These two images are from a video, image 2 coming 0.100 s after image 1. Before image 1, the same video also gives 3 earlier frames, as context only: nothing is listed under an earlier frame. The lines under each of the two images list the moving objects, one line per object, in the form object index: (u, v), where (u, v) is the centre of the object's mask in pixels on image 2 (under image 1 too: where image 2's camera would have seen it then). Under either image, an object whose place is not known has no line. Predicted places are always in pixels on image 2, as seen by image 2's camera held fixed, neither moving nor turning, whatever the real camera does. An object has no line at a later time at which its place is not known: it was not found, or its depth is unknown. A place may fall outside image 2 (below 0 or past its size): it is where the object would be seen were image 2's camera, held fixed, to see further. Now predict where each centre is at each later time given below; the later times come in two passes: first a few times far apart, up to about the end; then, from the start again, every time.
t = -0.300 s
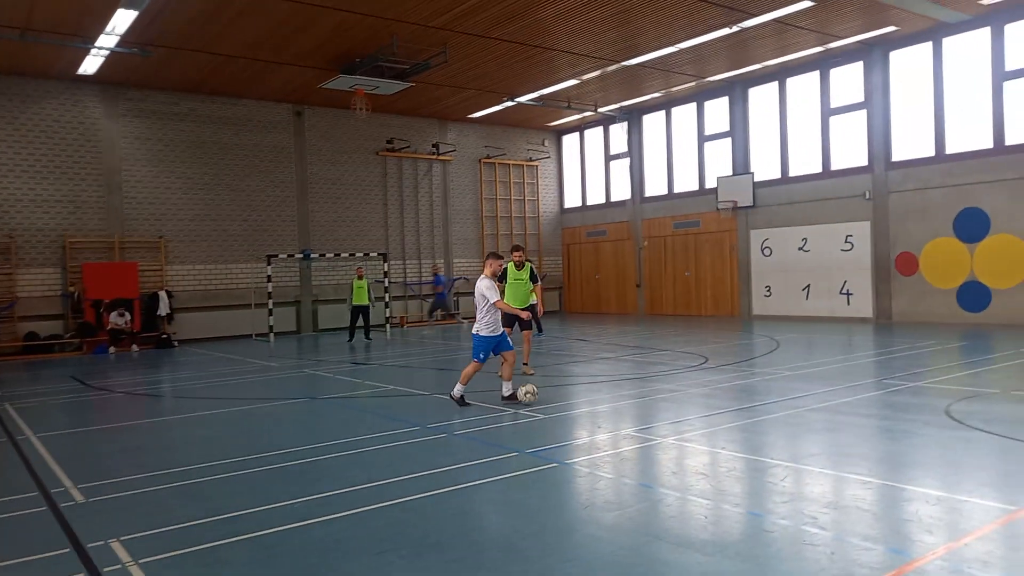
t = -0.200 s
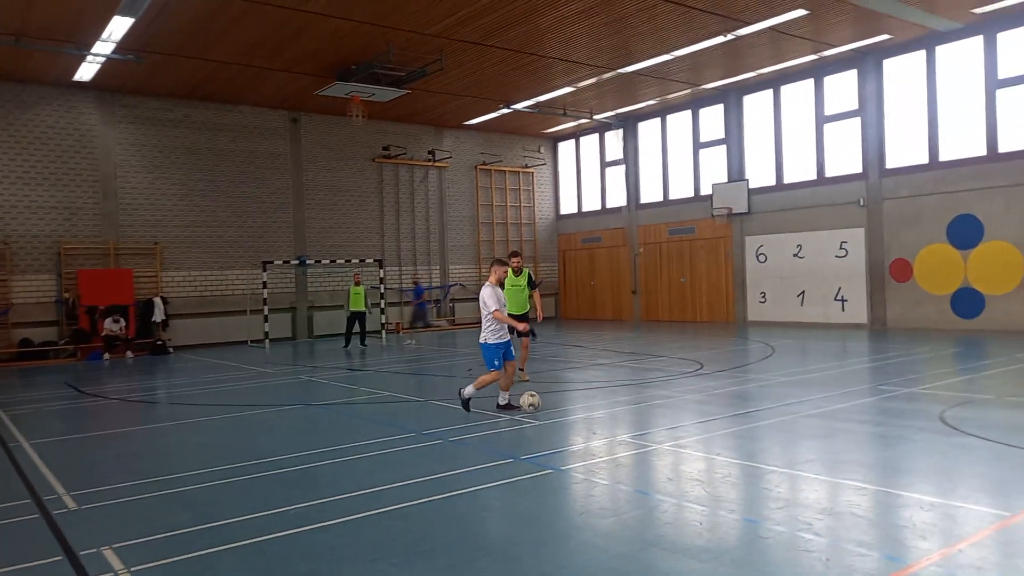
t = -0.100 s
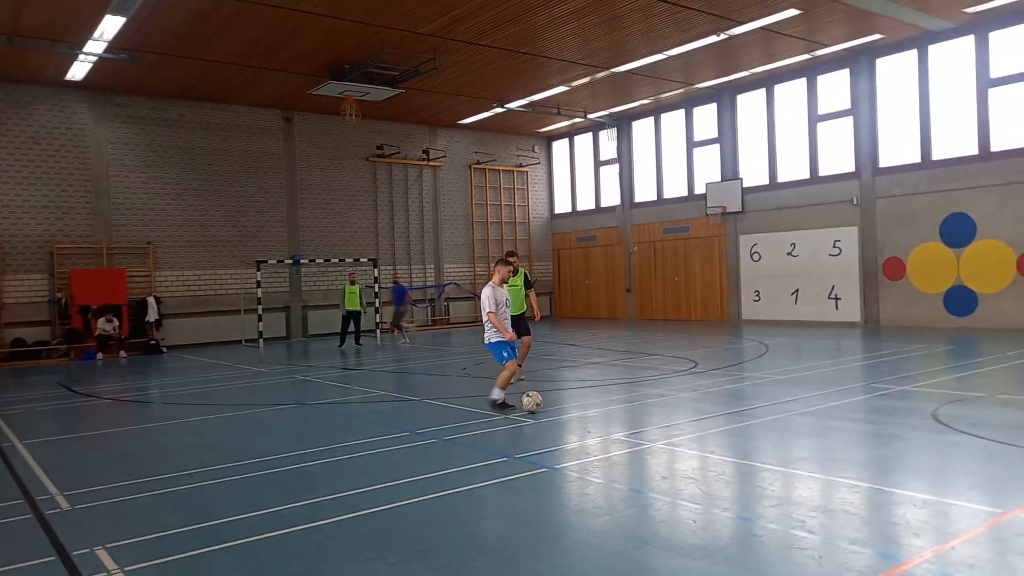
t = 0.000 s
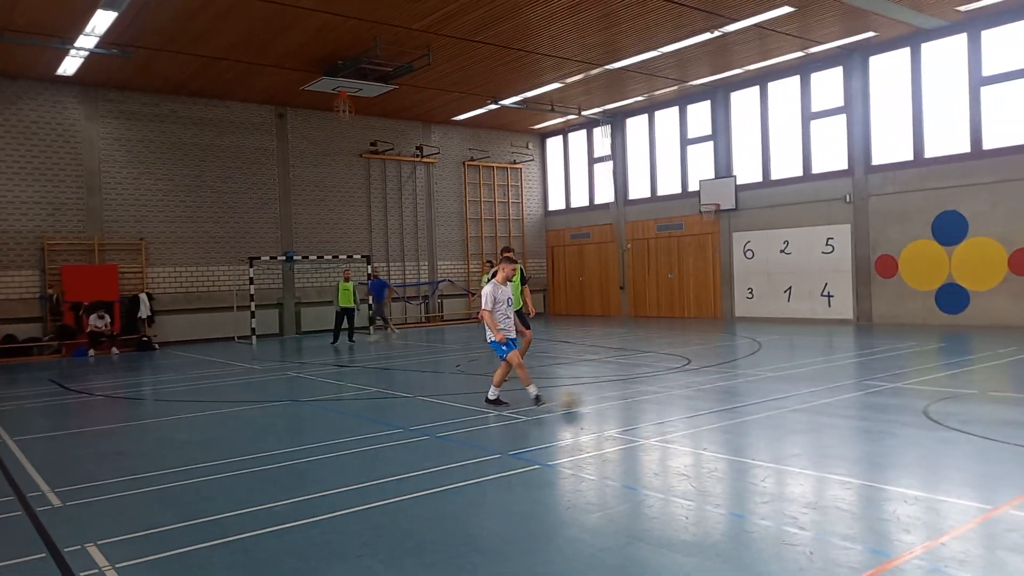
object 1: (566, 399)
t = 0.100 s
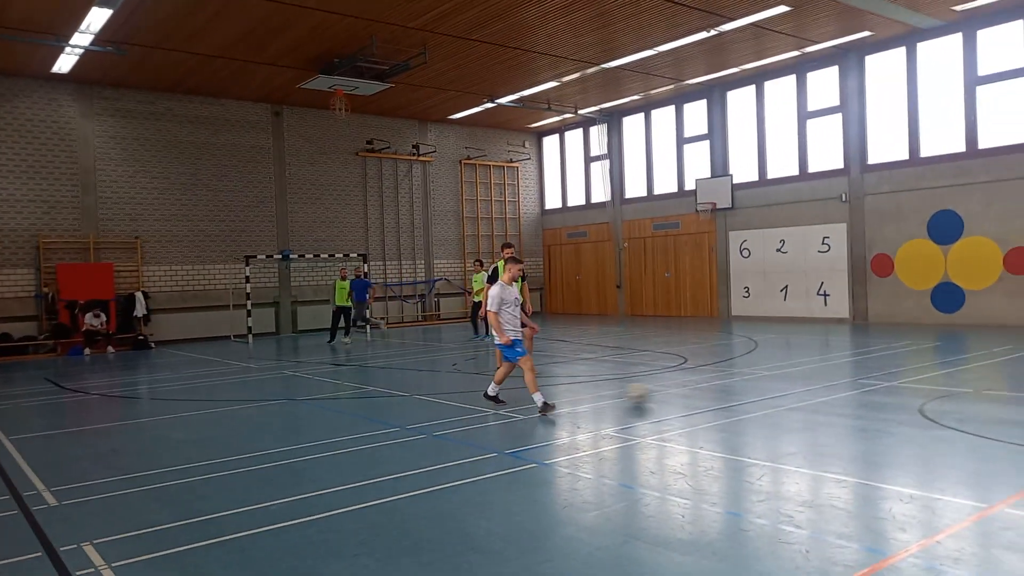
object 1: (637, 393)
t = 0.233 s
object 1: (727, 391)
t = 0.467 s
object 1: (865, 387)
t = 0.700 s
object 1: (985, 382)
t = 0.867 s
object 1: (1061, 379)
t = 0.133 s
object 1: (661, 393)
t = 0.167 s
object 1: (685, 393)
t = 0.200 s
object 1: (706, 392)
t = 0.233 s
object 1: (727, 391)
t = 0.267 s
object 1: (749, 390)
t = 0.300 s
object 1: (770, 389)
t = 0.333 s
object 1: (790, 389)
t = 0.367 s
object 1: (809, 390)
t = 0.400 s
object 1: (829, 388)
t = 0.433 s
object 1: (848, 388)
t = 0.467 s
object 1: (865, 387)
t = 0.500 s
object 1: (883, 386)
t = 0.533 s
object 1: (901, 385)
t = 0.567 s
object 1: (920, 386)
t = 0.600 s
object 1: (935, 385)
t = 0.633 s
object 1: (954, 384)
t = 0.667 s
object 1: (970, 383)
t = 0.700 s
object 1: (985, 382)
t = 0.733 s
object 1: (1001, 382)
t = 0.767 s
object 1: (1016, 381)
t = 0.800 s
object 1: (1031, 380)
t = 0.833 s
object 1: (1045, 380)
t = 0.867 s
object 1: (1061, 379)
